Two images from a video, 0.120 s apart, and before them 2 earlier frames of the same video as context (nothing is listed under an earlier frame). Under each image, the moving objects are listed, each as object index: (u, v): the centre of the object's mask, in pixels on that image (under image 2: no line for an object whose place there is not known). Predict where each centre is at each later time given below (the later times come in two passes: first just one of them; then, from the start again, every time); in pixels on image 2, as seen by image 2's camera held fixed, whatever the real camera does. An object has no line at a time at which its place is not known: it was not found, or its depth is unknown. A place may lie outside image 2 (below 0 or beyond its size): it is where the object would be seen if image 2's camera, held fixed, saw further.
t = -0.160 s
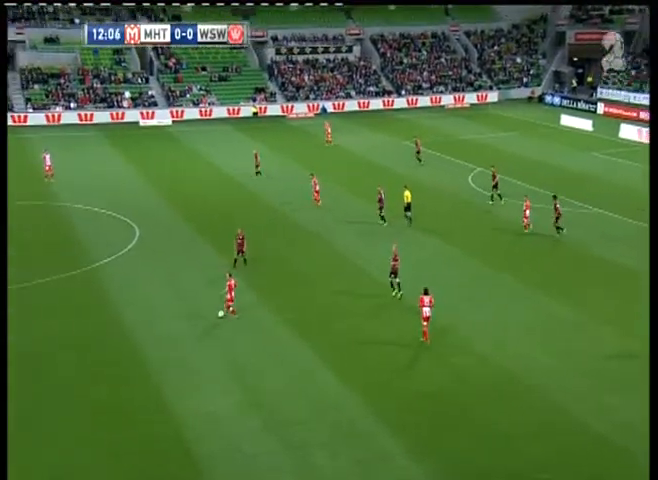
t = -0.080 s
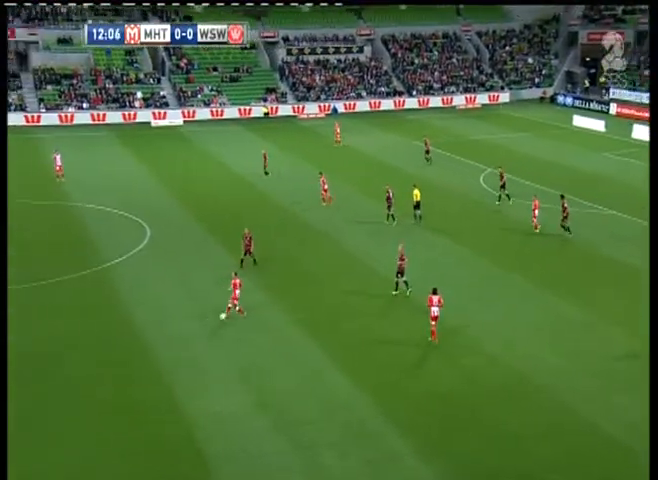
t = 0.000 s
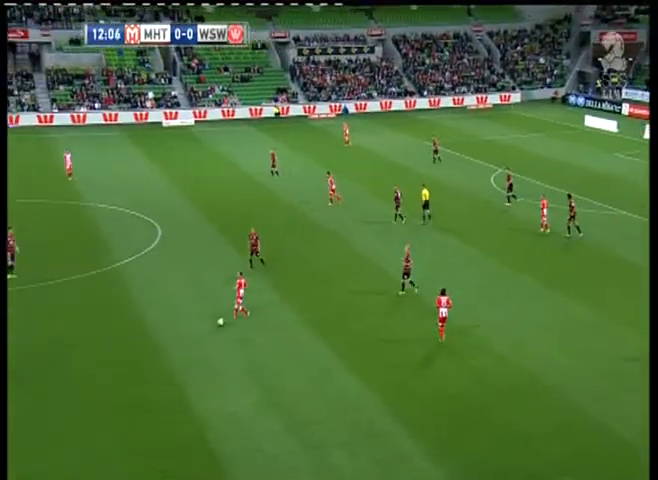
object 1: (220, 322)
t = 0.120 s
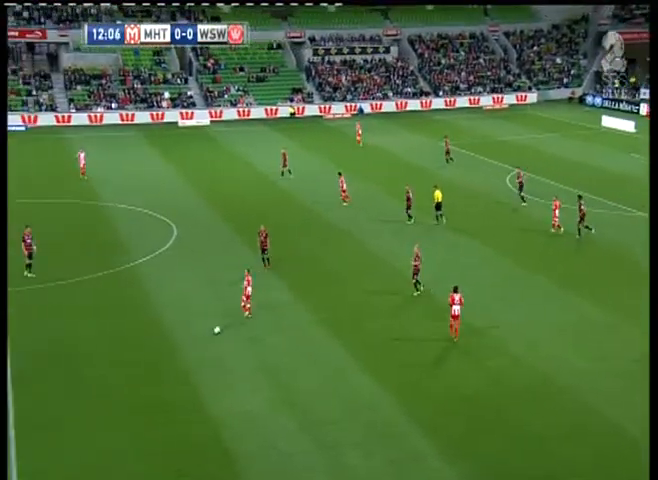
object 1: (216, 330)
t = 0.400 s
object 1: (176, 348)
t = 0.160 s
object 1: (210, 333)
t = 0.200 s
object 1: (205, 335)
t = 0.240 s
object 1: (198, 338)
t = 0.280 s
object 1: (193, 341)
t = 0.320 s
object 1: (187, 343)
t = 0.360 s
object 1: (181, 346)
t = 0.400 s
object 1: (176, 348)
